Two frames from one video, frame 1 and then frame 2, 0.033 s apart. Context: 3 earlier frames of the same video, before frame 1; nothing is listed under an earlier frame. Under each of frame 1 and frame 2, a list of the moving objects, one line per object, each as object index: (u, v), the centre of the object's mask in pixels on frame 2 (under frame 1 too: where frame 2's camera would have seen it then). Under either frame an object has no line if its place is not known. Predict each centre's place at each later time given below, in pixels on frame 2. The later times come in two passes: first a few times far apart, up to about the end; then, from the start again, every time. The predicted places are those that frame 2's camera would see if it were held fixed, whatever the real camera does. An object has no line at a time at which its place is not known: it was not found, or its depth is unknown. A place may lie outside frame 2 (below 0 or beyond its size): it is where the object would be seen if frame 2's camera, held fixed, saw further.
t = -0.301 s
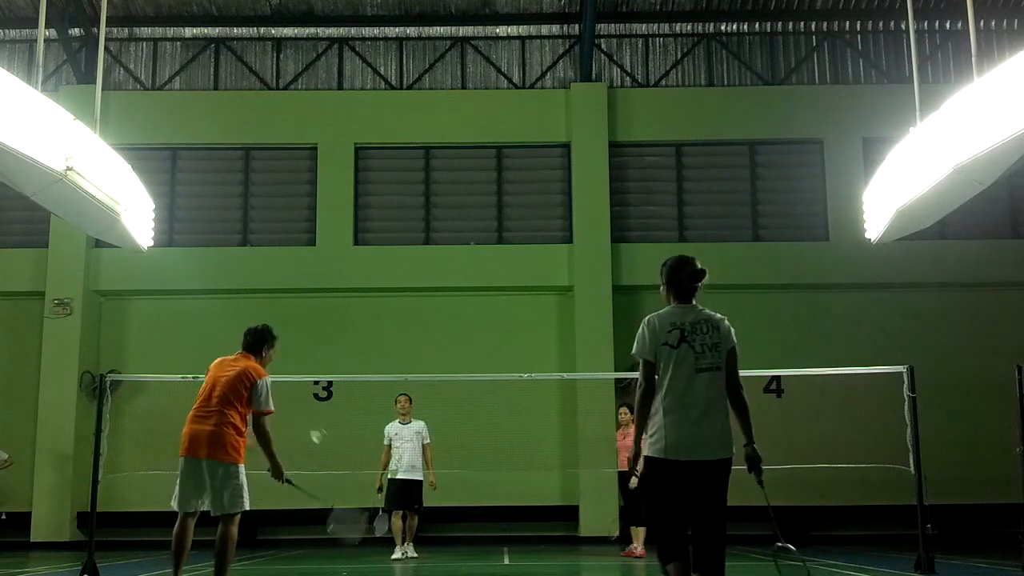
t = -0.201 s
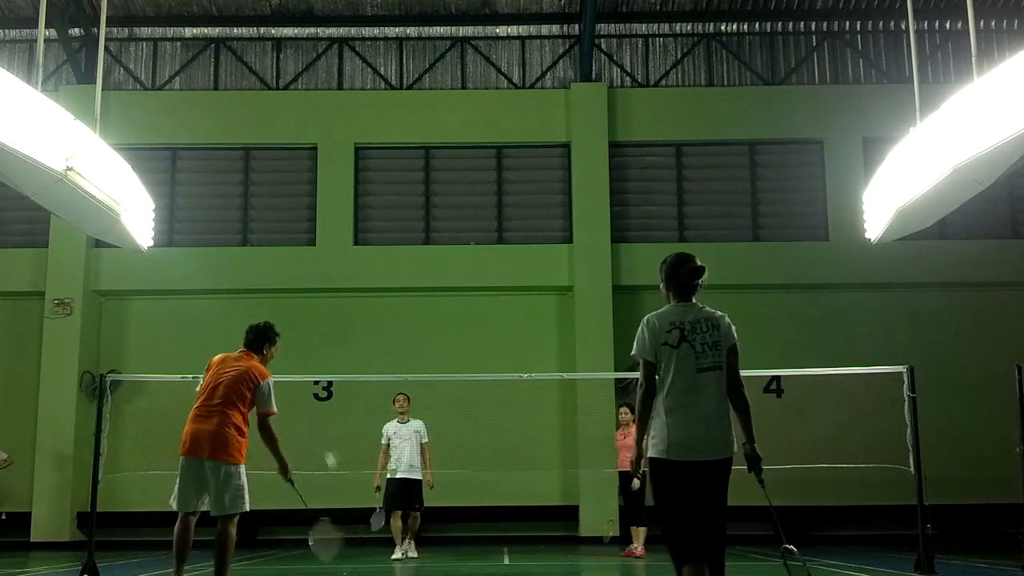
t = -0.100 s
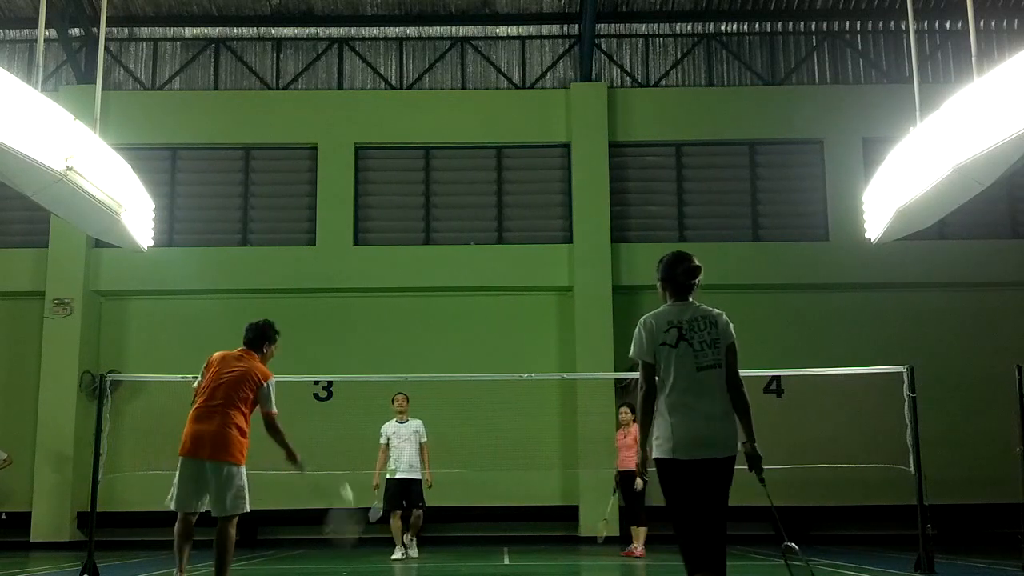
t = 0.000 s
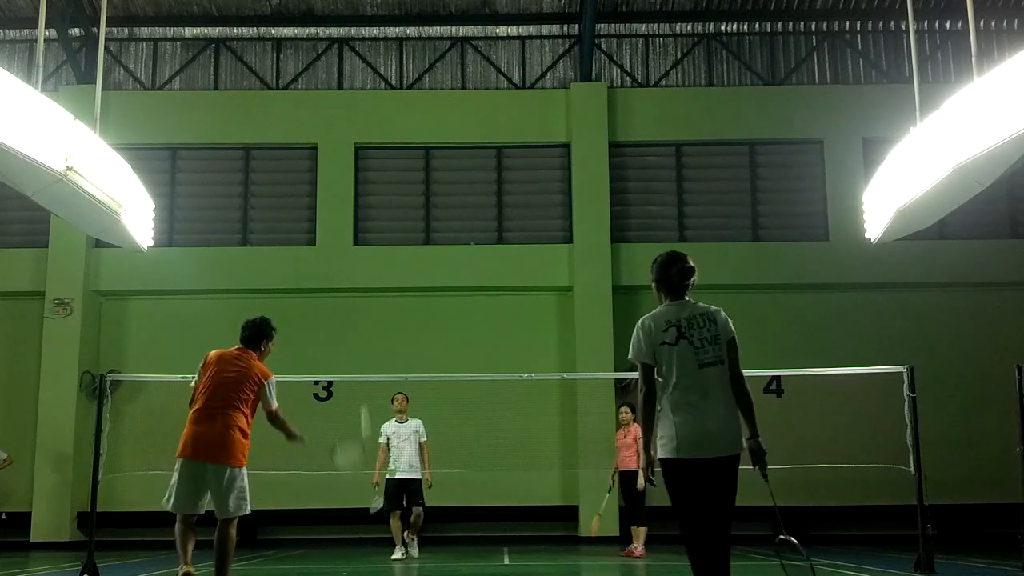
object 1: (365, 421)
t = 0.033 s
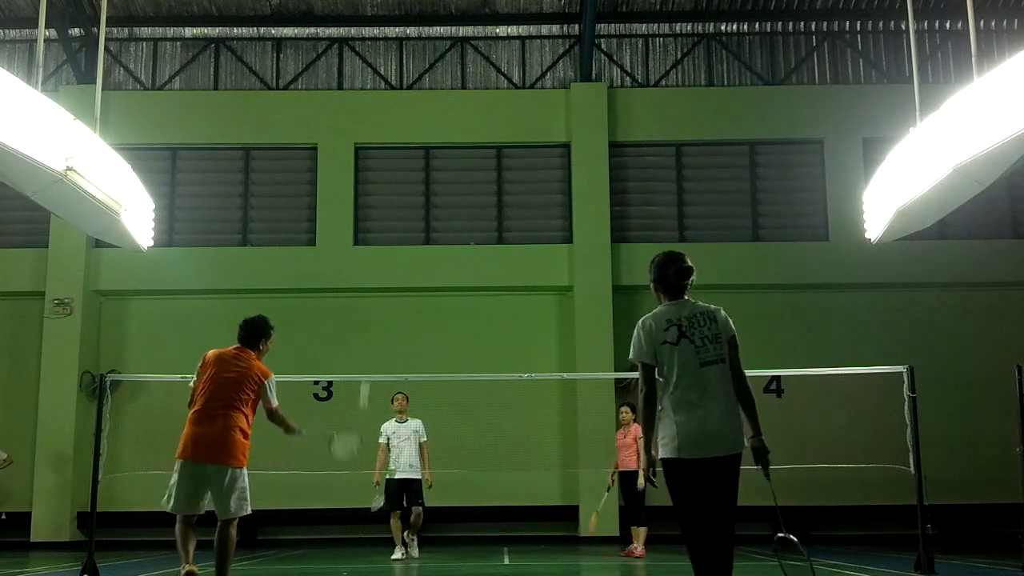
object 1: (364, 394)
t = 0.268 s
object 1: (383, 306)
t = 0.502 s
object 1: (396, 304)
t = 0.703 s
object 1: (404, 342)
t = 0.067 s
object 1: (369, 368)
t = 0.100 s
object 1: (374, 354)
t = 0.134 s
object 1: (377, 341)
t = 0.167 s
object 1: (379, 329)
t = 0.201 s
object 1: (380, 320)
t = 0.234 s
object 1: (382, 313)
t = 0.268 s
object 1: (383, 306)
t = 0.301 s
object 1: (385, 300)
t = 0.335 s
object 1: (387, 298)
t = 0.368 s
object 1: (389, 297)
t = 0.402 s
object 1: (391, 296)
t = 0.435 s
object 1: (392, 298)
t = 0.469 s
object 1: (394, 300)
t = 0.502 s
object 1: (396, 304)
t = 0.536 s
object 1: (397, 308)
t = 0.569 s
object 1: (399, 313)
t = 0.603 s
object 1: (400, 319)
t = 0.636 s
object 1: (401, 326)
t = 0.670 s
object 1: (402, 333)
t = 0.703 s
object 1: (404, 342)
